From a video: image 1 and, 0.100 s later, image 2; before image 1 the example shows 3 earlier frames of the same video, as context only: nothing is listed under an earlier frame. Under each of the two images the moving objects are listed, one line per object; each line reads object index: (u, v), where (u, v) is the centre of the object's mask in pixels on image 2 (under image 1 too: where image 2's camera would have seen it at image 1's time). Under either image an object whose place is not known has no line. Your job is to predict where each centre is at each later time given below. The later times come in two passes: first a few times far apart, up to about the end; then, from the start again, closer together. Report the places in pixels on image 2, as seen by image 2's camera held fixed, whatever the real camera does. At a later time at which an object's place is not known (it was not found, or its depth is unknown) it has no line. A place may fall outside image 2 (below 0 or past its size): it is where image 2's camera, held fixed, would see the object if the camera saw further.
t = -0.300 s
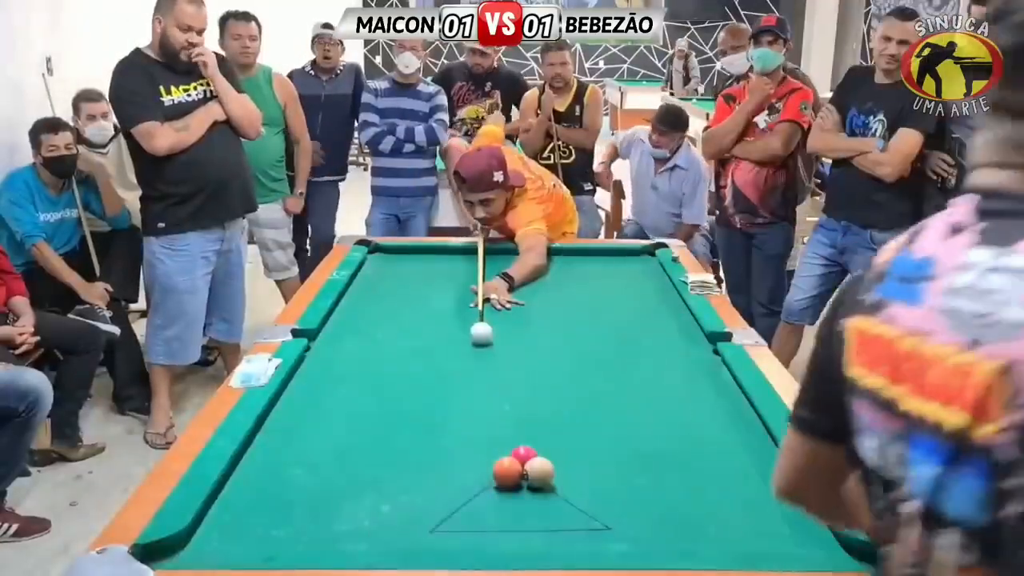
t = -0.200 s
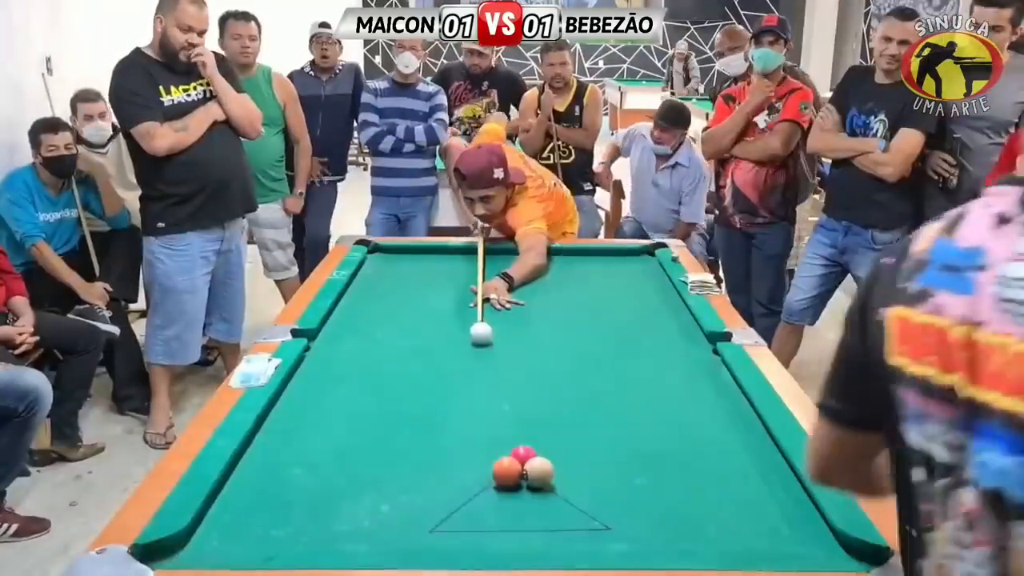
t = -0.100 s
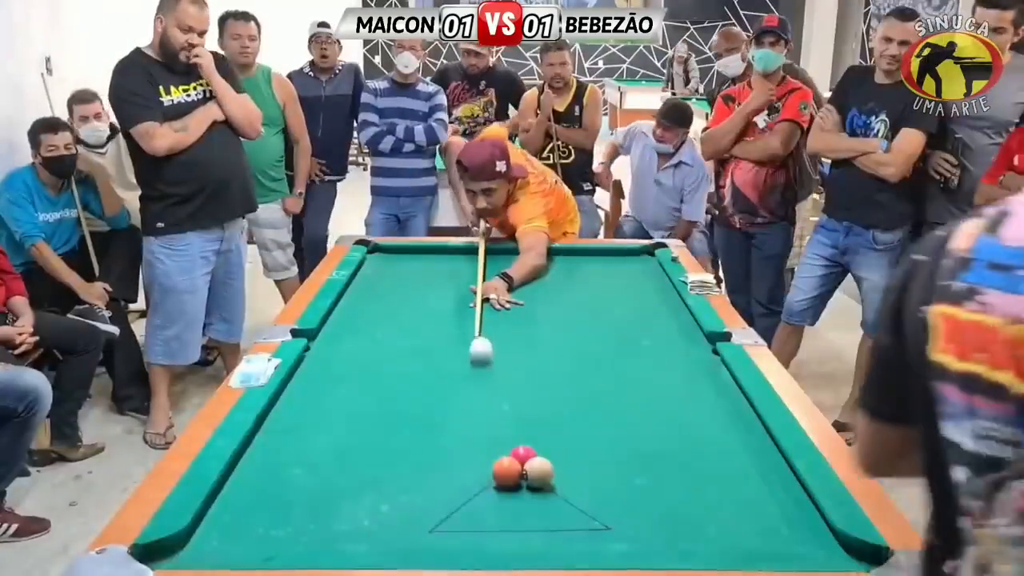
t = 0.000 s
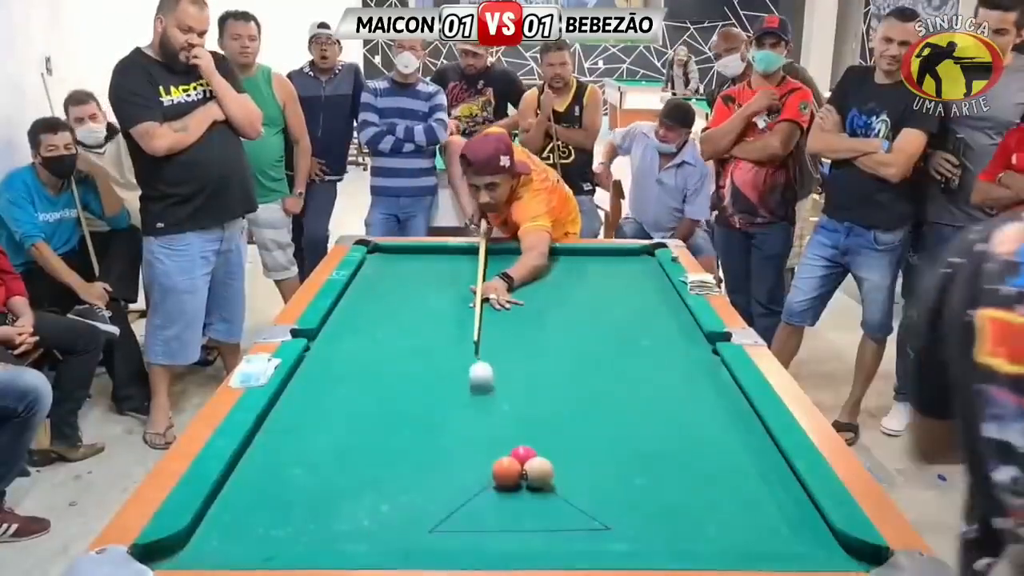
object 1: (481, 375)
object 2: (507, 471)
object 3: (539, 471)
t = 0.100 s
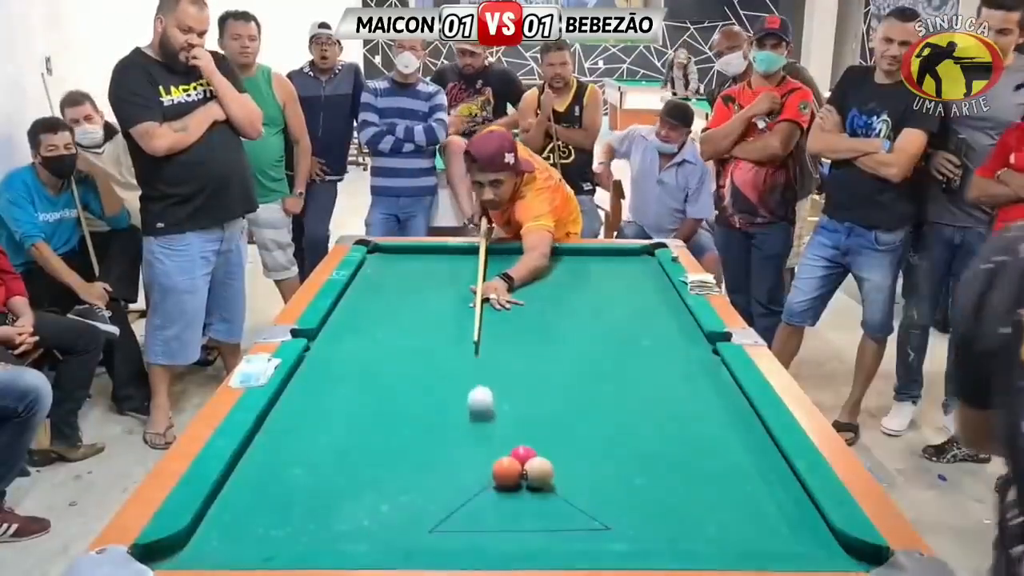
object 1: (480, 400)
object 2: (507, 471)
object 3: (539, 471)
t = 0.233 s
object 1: (480, 442)
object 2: (507, 471)
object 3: (539, 471)
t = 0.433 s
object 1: (441, 503)
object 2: (507, 481)
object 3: (578, 473)
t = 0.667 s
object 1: (380, 512)
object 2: (507, 498)
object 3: (639, 476)
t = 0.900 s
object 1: (339, 468)
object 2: (507, 513)
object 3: (697, 478)
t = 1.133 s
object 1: (305, 431)
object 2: (506, 528)
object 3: (751, 480)
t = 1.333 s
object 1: (283, 405)
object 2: (504, 535)
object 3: (782, 482)
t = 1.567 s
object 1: (317, 384)
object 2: (503, 536)
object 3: (754, 483)
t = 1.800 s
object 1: (346, 365)
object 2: (503, 534)
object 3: (730, 483)
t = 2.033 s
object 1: (371, 349)
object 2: (503, 532)
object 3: (708, 484)
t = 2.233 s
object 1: (389, 336)
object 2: (502, 532)
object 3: (693, 483)
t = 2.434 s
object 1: (406, 325)
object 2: (501, 531)
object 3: (679, 483)
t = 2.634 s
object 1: (420, 316)
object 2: (501, 531)
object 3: (669, 482)
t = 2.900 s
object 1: (437, 305)
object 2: (501, 531)
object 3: (659, 482)
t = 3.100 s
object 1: (448, 297)
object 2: (501, 531)
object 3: (655, 481)
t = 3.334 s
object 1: (459, 290)
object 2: (501, 531)
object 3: (654, 481)
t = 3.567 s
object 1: (469, 283)
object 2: (501, 531)
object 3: (654, 481)
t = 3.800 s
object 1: (478, 278)
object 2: (501, 531)
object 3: (654, 481)
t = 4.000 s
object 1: (485, 273)
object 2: (501, 531)
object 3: (654, 481)
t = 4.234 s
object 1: (492, 270)
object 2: (501, 531)
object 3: (654, 481)
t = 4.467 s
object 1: (498, 266)
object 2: (501, 531)
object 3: (654, 481)
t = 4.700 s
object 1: (502, 263)
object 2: (501, 531)
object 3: (654, 481)
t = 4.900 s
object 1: (506, 261)
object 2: (501, 531)
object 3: (654, 481)
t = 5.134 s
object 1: (509, 259)
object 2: (501, 531)
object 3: (654, 481)
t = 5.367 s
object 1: (511, 258)
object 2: (501, 531)
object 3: (654, 481)
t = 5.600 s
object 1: (513, 257)
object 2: (501, 531)
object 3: (654, 481)
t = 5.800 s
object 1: (514, 257)
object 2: (501, 531)
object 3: (654, 481)
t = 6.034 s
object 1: (514, 257)
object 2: (501, 531)
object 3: (654, 481)
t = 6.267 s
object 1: (514, 257)
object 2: (501, 531)
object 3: (654, 481)
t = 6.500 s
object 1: (514, 257)
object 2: (501, 531)
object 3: (654, 481)
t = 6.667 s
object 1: (514, 257)
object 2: (501, 531)
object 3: (654, 481)
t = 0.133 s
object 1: (480, 409)
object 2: (506, 471)
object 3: (539, 471)
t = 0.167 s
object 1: (480, 419)
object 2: (507, 471)
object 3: (539, 471)
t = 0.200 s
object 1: (480, 428)
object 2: (507, 471)
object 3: (539, 471)
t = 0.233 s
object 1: (480, 442)
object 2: (507, 471)
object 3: (539, 471)
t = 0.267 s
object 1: (480, 451)
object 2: (507, 471)
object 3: (539, 471)
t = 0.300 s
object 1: (478, 464)
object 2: (507, 471)
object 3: (540, 471)
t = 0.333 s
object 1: (469, 473)
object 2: (508, 474)
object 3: (550, 471)
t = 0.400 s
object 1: (451, 492)
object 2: (507, 479)
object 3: (569, 473)
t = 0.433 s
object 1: (441, 503)
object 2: (507, 481)
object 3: (578, 473)
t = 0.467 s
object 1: (432, 514)
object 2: (507, 484)
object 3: (587, 473)
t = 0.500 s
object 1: (421, 525)
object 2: (507, 486)
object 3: (596, 474)
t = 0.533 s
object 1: (410, 533)
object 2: (508, 489)
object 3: (604, 475)
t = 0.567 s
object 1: (401, 530)
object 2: (508, 491)
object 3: (613, 475)
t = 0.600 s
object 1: (394, 526)
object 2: (508, 493)
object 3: (621, 476)
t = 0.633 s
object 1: (387, 520)
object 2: (508, 496)
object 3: (630, 476)
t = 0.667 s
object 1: (380, 512)
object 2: (507, 498)
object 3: (639, 476)
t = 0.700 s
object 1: (374, 505)
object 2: (507, 500)
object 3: (647, 477)
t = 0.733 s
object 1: (367, 500)
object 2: (507, 502)
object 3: (656, 477)
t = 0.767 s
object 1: (362, 492)
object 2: (507, 504)
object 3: (664, 477)
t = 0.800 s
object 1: (356, 486)
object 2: (507, 507)
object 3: (672, 478)
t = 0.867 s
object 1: (344, 474)
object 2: (507, 512)
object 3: (688, 478)
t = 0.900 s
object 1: (339, 468)
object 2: (507, 513)
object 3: (697, 478)
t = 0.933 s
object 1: (334, 462)
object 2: (508, 515)
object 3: (704, 479)
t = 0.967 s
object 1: (328, 458)
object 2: (507, 517)
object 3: (712, 479)
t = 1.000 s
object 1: (323, 451)
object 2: (507, 521)
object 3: (720, 479)
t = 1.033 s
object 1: (318, 445)
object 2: (506, 523)
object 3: (728, 479)
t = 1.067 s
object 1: (314, 441)
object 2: (506, 524)
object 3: (735, 479)
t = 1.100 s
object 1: (309, 435)
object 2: (506, 527)
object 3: (743, 479)
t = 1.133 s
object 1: (305, 431)
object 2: (506, 528)
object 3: (751, 480)
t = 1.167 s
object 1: (300, 427)
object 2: (505, 530)
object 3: (758, 481)
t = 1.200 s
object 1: (296, 422)
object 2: (505, 531)
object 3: (766, 481)
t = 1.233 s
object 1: (293, 418)
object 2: (505, 532)
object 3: (773, 481)
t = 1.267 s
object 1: (288, 413)
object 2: (504, 533)
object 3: (781, 481)
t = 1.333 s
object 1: (283, 405)
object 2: (504, 535)
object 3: (782, 482)
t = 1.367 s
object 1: (288, 402)
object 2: (504, 536)
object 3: (778, 482)
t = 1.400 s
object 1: (293, 399)
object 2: (503, 536)
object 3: (774, 482)
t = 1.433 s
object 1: (298, 395)
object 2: (503, 537)
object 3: (770, 482)
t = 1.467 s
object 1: (303, 392)
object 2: (503, 537)
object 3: (766, 482)
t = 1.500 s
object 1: (308, 389)
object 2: (503, 537)
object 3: (762, 482)
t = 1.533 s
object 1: (312, 386)
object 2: (503, 537)
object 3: (758, 483)
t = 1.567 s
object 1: (317, 384)
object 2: (503, 536)
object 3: (754, 483)
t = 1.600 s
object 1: (321, 381)
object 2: (503, 536)
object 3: (750, 483)
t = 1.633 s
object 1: (326, 378)
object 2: (503, 535)
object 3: (747, 483)
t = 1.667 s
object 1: (330, 375)
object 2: (503, 535)
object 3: (743, 483)
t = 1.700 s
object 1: (334, 372)
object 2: (503, 535)
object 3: (740, 483)
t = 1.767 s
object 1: (343, 367)
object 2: (503, 534)
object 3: (733, 483)
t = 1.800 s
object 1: (346, 365)
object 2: (503, 534)
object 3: (730, 483)
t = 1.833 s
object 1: (350, 362)
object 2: (504, 533)
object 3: (727, 484)
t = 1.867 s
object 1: (354, 359)
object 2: (503, 533)
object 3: (723, 484)
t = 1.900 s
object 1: (358, 358)
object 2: (504, 533)
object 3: (721, 484)
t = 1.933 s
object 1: (361, 355)
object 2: (504, 533)
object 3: (717, 484)
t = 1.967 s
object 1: (365, 353)
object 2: (504, 533)
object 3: (714, 484)
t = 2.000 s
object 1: (368, 350)
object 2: (503, 532)
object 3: (711, 484)
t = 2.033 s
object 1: (371, 349)
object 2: (503, 532)
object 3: (708, 484)
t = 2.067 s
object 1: (374, 346)
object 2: (503, 532)
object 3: (705, 484)
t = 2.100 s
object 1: (377, 344)
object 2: (503, 532)
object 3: (703, 484)
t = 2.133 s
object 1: (381, 342)
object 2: (503, 532)
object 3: (700, 483)
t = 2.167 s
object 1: (383, 340)
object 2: (502, 531)
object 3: (698, 483)
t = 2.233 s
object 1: (389, 336)
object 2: (502, 532)
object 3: (693, 483)
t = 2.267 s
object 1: (392, 334)
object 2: (502, 531)
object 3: (690, 483)
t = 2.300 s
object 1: (395, 333)
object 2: (502, 531)
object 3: (688, 483)
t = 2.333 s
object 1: (398, 331)
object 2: (502, 531)
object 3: (686, 483)
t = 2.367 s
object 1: (401, 329)
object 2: (501, 531)
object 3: (684, 483)
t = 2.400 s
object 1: (404, 327)
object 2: (501, 531)
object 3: (682, 483)
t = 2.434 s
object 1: (406, 325)
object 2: (501, 531)
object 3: (679, 483)
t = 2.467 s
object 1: (409, 324)
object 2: (501, 531)
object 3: (678, 483)
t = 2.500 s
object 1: (411, 322)
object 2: (501, 531)
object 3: (676, 483)
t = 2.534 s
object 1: (413, 321)
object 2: (501, 531)
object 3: (674, 483)
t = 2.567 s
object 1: (416, 319)
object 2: (501, 531)
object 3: (673, 483)
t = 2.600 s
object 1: (418, 317)
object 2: (501, 531)
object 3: (670, 482)
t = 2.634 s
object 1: (420, 316)
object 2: (501, 531)
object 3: (669, 482)
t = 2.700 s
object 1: (425, 313)
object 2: (501, 531)
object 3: (666, 482)
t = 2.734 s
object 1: (427, 312)
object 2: (501, 531)
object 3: (664, 482)
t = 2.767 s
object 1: (429, 310)
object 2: (501, 531)
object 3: (663, 482)
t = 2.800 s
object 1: (431, 309)
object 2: (501, 531)
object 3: (662, 482)
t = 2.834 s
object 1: (433, 308)
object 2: (501, 531)
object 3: (661, 481)
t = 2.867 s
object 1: (435, 306)
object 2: (501, 531)
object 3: (660, 482)
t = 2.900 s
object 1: (437, 305)
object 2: (501, 531)
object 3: (659, 482)
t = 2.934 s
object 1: (438, 304)
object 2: (501, 531)
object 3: (658, 482)
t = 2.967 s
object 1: (441, 302)
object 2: (501, 531)
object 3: (657, 481)
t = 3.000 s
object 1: (443, 301)
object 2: (501, 531)
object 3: (656, 481)
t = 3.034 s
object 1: (444, 300)
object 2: (501, 531)
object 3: (656, 481)
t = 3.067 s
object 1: (446, 299)
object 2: (501, 531)
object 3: (655, 481)
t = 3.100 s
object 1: (448, 297)
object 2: (501, 531)
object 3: (655, 481)
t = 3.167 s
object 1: (451, 295)
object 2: (501, 531)
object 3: (654, 481)
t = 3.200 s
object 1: (453, 294)
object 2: (501, 531)
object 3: (654, 481)
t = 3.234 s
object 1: (454, 293)
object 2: (501, 531)
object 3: (654, 481)
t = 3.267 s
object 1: (456, 292)
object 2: (501, 531)
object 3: (654, 481)
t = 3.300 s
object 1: (458, 291)
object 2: (501, 531)
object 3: (654, 481)
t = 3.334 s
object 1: (459, 290)
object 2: (501, 531)
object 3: (654, 481)
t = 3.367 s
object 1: (461, 289)
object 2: (501, 531)
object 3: (654, 481)
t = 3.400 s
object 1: (462, 288)
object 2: (501, 531)
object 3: (654, 481)
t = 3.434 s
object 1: (464, 287)
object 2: (501, 531)
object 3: (654, 481)
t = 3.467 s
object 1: (465, 286)
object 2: (501, 531)
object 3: (654, 481)
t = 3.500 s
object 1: (466, 285)
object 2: (501, 531)
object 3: (654, 481)
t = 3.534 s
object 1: (468, 285)
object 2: (501, 531)
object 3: (654, 481)
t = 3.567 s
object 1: (469, 283)
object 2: (501, 531)
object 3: (654, 481)
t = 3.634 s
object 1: (472, 282)
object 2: (501, 531)
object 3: (654, 481)
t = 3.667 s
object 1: (473, 281)
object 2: (501, 531)
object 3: (654, 481)
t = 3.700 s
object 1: (475, 280)
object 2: (501, 531)
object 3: (654, 481)
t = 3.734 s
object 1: (476, 279)
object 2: (501, 531)
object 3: (654, 481)
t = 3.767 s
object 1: (477, 278)
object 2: (501, 531)
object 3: (654, 481)
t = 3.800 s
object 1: (478, 278)
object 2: (501, 531)
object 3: (654, 481)
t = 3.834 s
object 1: (479, 277)
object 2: (501, 531)
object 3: (654, 481)
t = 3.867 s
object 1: (481, 276)
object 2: (501, 531)
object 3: (654, 481)
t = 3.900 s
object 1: (482, 276)
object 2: (501, 531)
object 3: (654, 481)
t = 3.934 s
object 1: (483, 275)
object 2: (501, 531)
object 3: (654, 481)
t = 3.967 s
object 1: (484, 274)
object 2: (501, 531)
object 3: (654, 481)
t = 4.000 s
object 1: (485, 273)
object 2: (501, 531)
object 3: (654, 481)
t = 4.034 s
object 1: (486, 273)
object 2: (501, 531)
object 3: (654, 481)
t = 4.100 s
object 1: (488, 272)
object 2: (501, 531)
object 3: (654, 481)
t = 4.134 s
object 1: (489, 271)
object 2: (501, 531)
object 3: (654, 481)
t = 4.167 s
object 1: (490, 270)
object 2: (501, 531)
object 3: (654, 481)
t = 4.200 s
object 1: (491, 270)
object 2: (501, 531)
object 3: (654, 481)
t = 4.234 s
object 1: (492, 270)
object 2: (501, 531)
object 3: (654, 481)
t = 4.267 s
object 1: (493, 269)
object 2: (501, 531)
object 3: (654, 481)
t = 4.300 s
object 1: (494, 268)
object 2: (501, 531)
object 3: (654, 481)
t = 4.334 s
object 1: (495, 268)
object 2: (501, 531)
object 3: (654, 481)
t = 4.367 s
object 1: (495, 267)
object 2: (501, 531)
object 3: (654, 481)
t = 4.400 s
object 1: (496, 267)
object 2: (501, 531)
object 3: (654, 481)
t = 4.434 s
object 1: (497, 266)
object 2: (501, 531)
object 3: (654, 481)
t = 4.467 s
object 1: (498, 266)
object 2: (501, 531)
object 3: (654, 481)
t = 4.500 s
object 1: (498, 265)
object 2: (501, 531)
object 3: (654, 481)
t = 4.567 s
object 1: (500, 265)
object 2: (501, 531)
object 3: (654, 481)
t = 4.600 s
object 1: (501, 264)
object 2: (501, 531)
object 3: (654, 481)
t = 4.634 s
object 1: (501, 264)
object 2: (501, 531)
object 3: (654, 481)
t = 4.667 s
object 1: (502, 263)
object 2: (501, 531)
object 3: (654, 481)
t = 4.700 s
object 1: (502, 263)
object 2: (501, 531)
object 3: (654, 481)
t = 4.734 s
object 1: (503, 263)
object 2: (501, 531)
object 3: (654, 481)
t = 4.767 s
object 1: (504, 262)
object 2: (501, 531)
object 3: (654, 481)
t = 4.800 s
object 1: (504, 262)
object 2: (501, 531)
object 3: (654, 481)
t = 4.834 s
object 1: (505, 261)
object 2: (501, 531)
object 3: (654, 481)
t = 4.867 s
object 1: (505, 261)
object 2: (501, 531)
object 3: (654, 481)
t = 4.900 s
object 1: (506, 261)
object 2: (501, 531)
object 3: (654, 481)
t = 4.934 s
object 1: (506, 261)
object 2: (501, 531)
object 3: (654, 481)
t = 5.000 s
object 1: (507, 260)
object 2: (501, 531)
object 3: (654, 481)
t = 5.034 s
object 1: (508, 260)
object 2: (501, 531)
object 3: (654, 481)
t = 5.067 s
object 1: (508, 260)
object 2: (501, 531)
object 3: (654, 481)
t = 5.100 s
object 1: (509, 260)
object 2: (501, 531)
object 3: (654, 481)
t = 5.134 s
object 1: (509, 259)
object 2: (501, 531)
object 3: (654, 481)
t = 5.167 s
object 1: (509, 259)
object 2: (501, 531)
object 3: (654, 481)
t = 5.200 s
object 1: (510, 259)
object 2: (501, 531)
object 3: (654, 481)
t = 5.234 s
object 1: (510, 259)
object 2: (501, 531)
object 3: (654, 481)
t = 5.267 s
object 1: (510, 258)
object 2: (501, 531)
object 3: (654, 481)
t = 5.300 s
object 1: (511, 258)
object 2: (501, 531)
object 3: (654, 481)
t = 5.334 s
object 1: (511, 258)
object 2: (501, 531)
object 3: (654, 481)
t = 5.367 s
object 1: (511, 258)
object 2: (501, 531)
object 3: (654, 481)
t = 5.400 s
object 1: (512, 258)
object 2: (501, 531)
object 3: (654, 481)
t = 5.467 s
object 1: (513, 258)
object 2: (501, 531)
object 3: (654, 481)
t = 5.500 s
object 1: (513, 258)
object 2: (501, 531)
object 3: (654, 481)
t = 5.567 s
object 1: (513, 258)
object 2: (501, 531)
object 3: (654, 481)
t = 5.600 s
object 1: (513, 257)
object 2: (501, 531)
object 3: (654, 481)
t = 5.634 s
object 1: (513, 257)
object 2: (501, 531)
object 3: (654, 481)
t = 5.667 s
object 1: (514, 257)
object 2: (501, 531)
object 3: (654, 481)
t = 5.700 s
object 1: (514, 257)
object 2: (501, 531)
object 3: (654, 481)
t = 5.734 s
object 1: (514, 257)
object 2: (501, 531)
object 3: (654, 481)
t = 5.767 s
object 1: (514, 257)
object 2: (501, 531)
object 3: (654, 481)
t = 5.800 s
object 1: (514, 257)
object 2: (501, 531)
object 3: (654, 481)
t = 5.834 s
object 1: (514, 257)
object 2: (501, 531)
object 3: (654, 481)
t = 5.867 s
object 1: (514, 257)
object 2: (501, 531)
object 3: (654, 481)
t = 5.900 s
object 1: (514, 257)
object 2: (501, 531)
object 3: (654, 481)
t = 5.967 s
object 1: (514, 257)
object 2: (501, 531)
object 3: (654, 481)
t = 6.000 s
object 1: (514, 257)
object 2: (501, 531)
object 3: (654, 481)
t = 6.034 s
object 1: (514, 257)
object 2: (501, 531)
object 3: (654, 481)
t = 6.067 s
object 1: (514, 257)
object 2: (501, 531)
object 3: (654, 481)
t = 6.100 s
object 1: (514, 257)
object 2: (501, 531)
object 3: (654, 481)
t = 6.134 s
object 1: (514, 257)
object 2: (501, 531)
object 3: (654, 481)
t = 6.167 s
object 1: (514, 257)
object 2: (501, 531)
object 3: (654, 481)
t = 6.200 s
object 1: (514, 257)
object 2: (501, 531)
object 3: (654, 481)
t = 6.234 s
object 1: (514, 257)
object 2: (501, 531)
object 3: (654, 481)
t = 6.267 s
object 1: (514, 257)
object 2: (501, 531)
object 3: (654, 481)
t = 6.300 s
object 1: (514, 257)
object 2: (501, 531)
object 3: (654, 481)
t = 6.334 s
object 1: (514, 257)
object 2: (501, 531)
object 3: (654, 481)
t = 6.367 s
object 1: (514, 257)
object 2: (501, 531)
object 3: (654, 481)
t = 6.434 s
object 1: (514, 257)
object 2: (501, 531)
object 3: (654, 481)
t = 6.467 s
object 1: (514, 257)
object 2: (501, 531)
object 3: (654, 481)
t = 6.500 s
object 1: (514, 257)
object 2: (501, 531)
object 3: (654, 481)
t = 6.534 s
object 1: (514, 257)
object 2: (501, 531)
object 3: (654, 481)
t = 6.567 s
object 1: (514, 257)
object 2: (501, 531)
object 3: (654, 481)
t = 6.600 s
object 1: (514, 257)
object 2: (501, 531)
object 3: (654, 481)
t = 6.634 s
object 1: (514, 257)
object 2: (501, 531)
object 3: (654, 481)
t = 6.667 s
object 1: (514, 257)
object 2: (501, 531)
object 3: (654, 481)
